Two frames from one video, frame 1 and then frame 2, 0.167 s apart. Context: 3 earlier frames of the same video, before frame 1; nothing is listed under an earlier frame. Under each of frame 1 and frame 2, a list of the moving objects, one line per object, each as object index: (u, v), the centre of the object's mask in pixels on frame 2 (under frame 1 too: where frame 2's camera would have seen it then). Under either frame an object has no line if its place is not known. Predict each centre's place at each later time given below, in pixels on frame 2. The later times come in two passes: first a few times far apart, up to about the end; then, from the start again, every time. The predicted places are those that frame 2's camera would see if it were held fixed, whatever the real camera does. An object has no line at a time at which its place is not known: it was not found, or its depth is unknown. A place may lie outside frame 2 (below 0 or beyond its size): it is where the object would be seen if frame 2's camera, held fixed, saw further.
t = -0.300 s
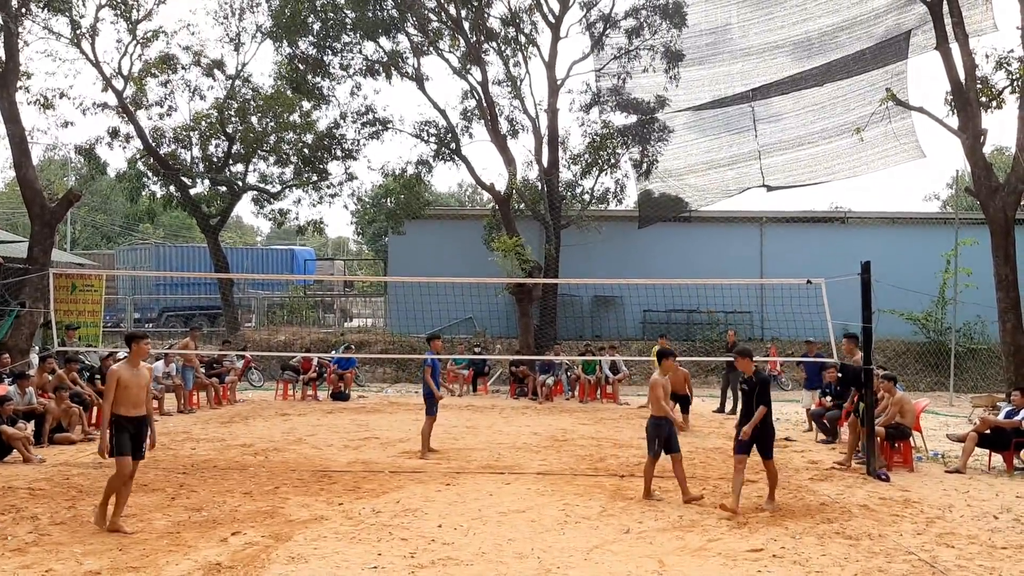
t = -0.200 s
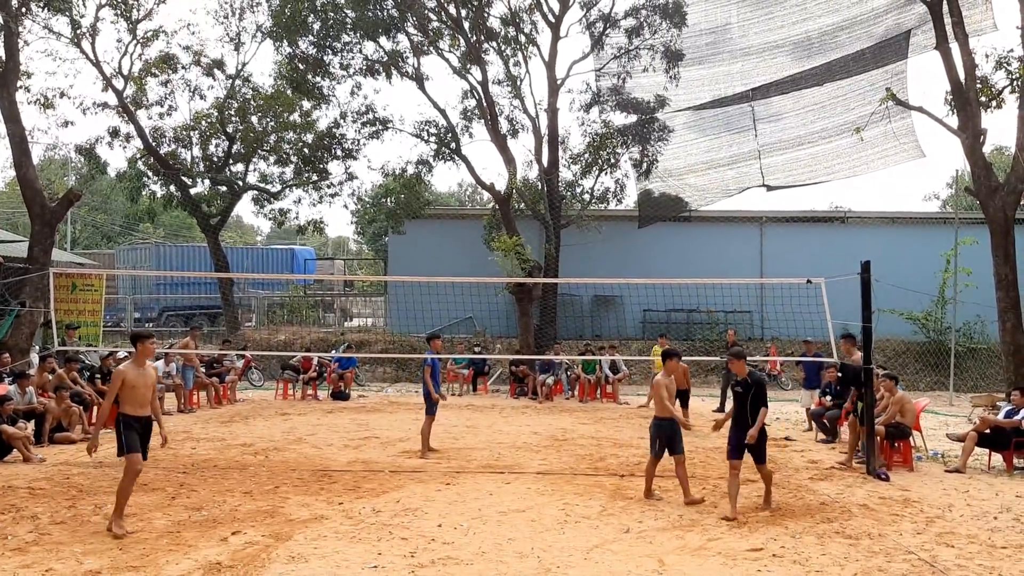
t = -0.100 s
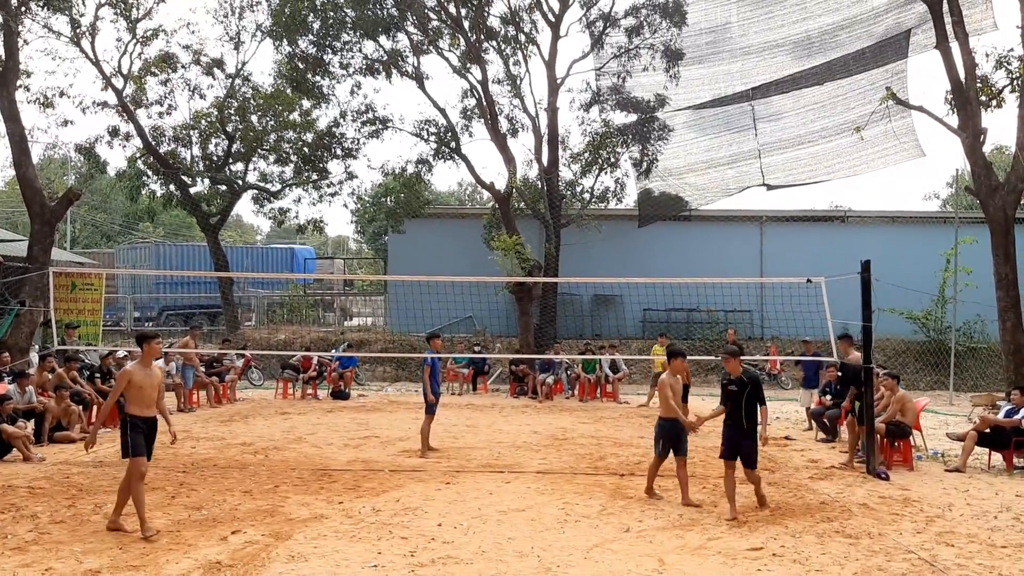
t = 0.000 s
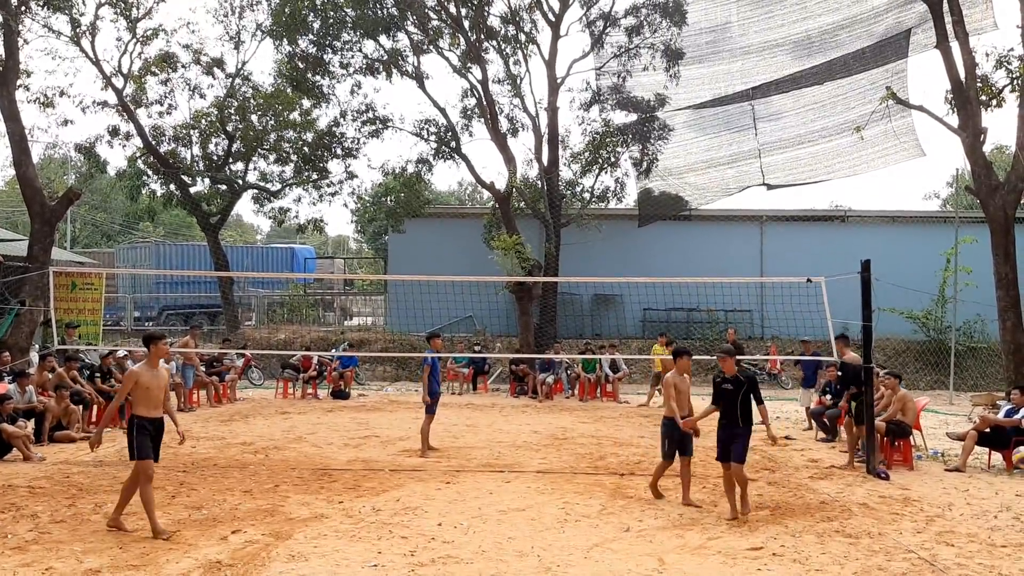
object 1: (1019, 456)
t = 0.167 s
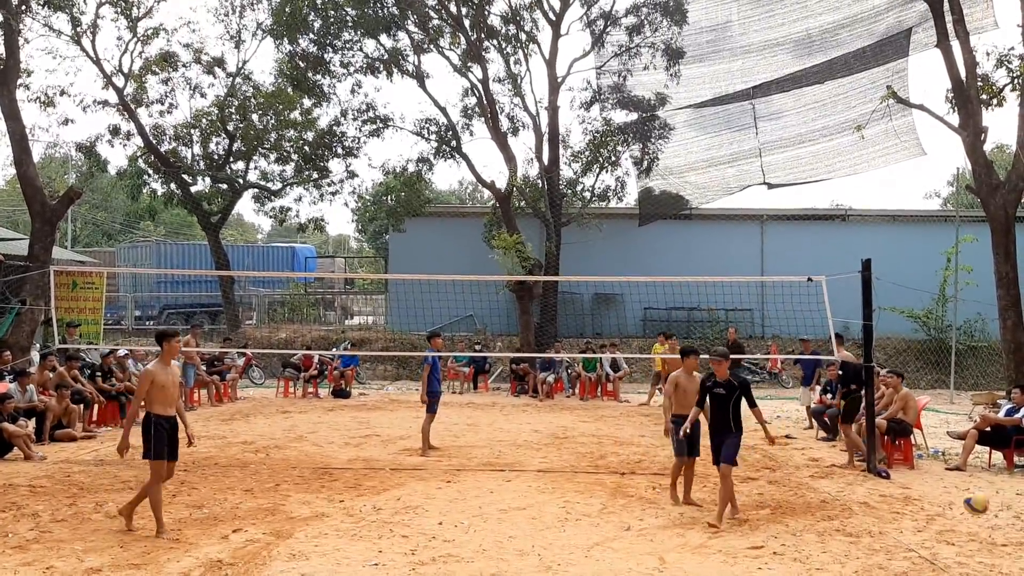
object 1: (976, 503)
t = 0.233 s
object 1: (956, 534)
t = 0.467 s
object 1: (922, 501)
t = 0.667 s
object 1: (895, 515)
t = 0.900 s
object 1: (861, 538)
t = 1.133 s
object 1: (827, 553)
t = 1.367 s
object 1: (797, 565)
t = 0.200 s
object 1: (965, 518)
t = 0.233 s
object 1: (956, 534)
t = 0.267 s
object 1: (949, 531)
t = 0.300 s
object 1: (943, 522)
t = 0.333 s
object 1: (939, 515)
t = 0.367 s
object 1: (934, 509)
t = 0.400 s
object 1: (931, 505)
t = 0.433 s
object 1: (926, 502)
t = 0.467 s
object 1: (922, 501)
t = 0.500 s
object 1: (918, 499)
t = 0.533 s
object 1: (913, 500)
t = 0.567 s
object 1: (908, 502)
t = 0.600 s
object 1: (903, 504)
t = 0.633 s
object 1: (899, 509)
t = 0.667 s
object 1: (895, 515)
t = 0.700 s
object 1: (890, 523)
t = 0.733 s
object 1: (885, 531)
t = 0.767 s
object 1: (882, 541)
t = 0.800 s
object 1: (875, 546)
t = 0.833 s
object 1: (871, 542)
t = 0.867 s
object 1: (866, 539)
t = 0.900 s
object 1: (861, 538)
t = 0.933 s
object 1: (856, 539)
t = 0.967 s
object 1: (851, 540)
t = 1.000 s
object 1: (846, 543)
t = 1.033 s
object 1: (841, 548)
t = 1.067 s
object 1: (836, 554)
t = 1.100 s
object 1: (831, 557)
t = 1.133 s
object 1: (827, 553)
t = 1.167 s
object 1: (823, 550)
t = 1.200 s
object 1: (818, 549)
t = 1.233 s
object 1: (814, 550)
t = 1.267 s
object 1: (810, 552)
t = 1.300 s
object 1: (806, 556)
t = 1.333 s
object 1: (801, 561)
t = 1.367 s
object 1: (797, 565)
